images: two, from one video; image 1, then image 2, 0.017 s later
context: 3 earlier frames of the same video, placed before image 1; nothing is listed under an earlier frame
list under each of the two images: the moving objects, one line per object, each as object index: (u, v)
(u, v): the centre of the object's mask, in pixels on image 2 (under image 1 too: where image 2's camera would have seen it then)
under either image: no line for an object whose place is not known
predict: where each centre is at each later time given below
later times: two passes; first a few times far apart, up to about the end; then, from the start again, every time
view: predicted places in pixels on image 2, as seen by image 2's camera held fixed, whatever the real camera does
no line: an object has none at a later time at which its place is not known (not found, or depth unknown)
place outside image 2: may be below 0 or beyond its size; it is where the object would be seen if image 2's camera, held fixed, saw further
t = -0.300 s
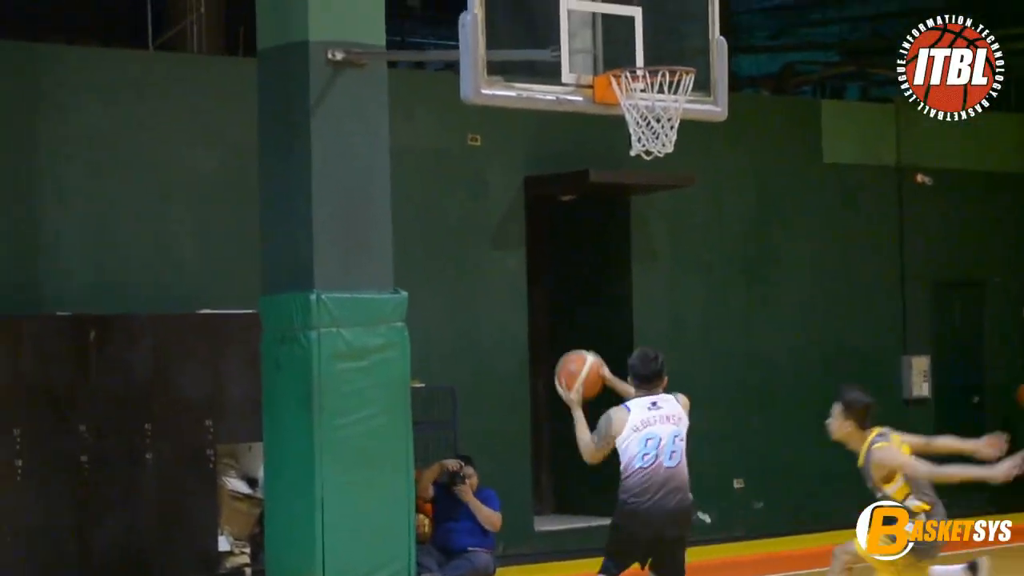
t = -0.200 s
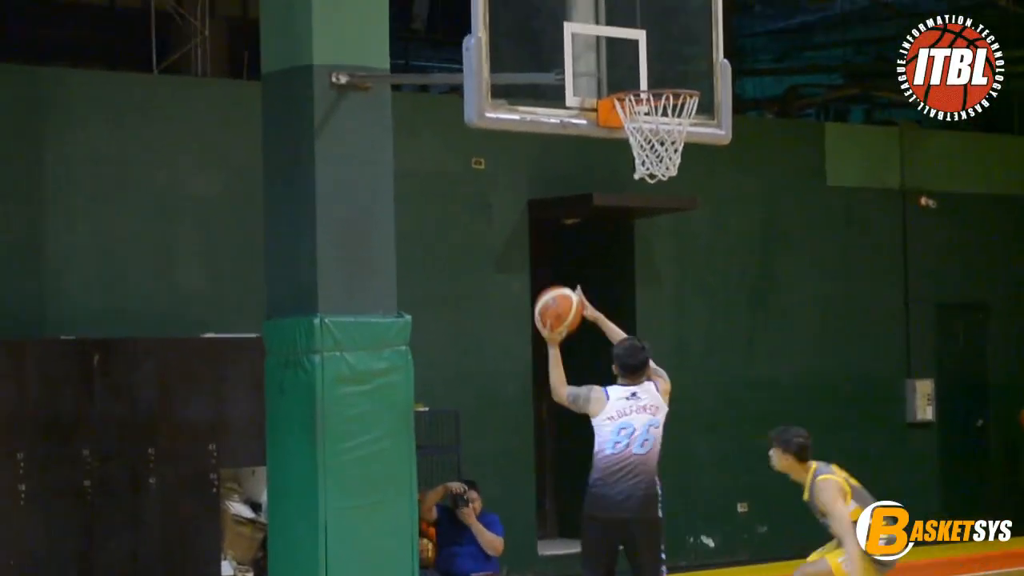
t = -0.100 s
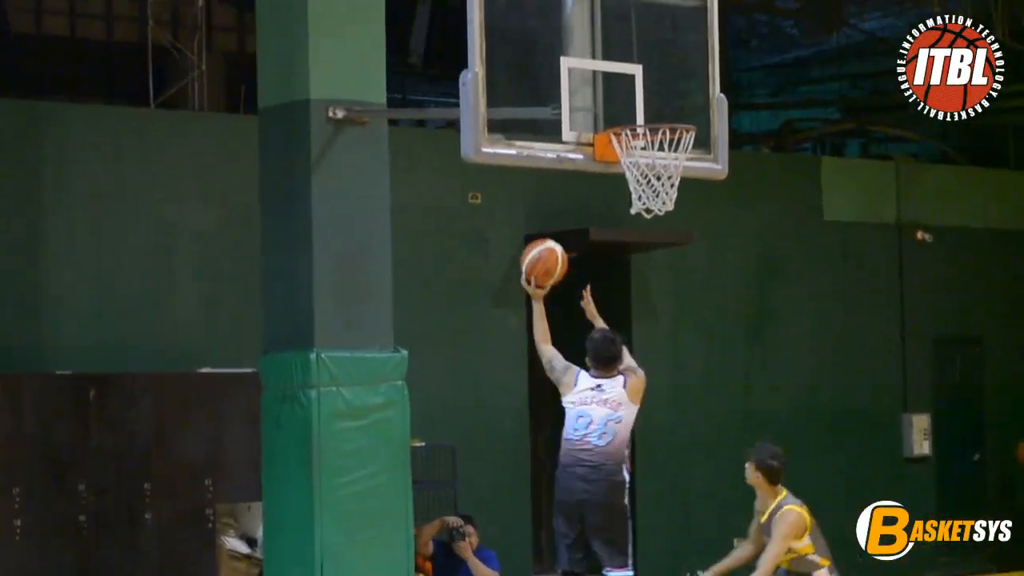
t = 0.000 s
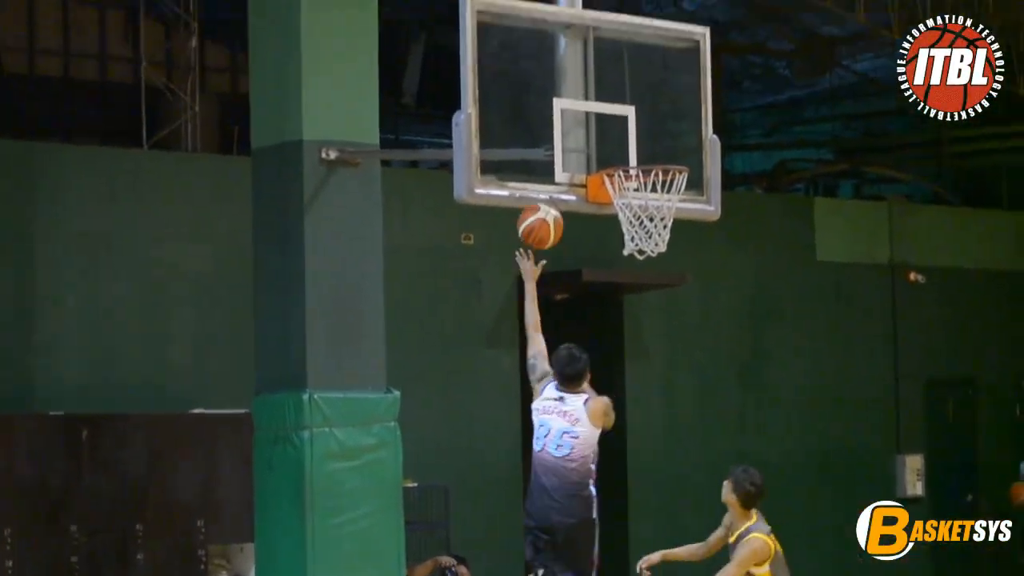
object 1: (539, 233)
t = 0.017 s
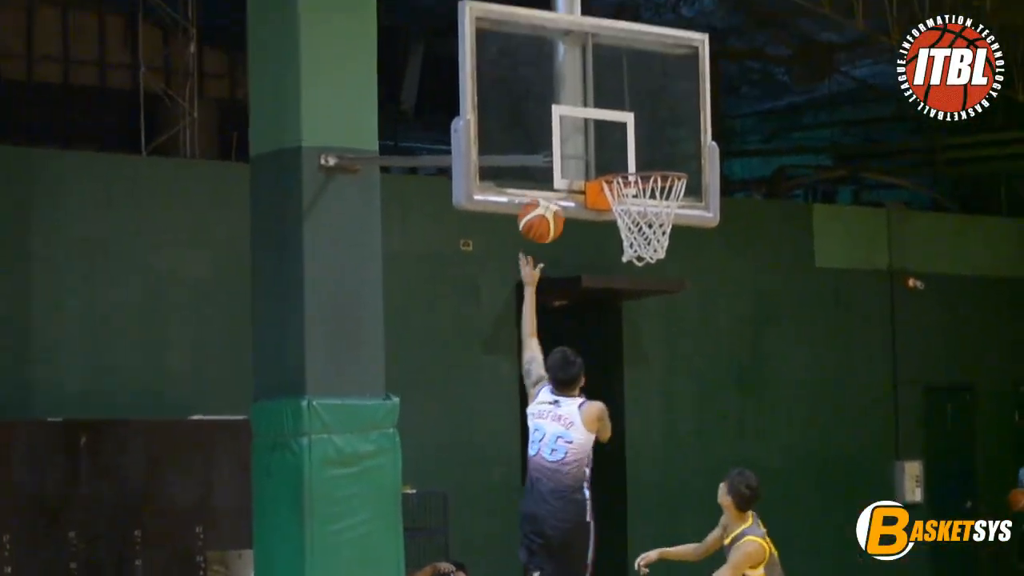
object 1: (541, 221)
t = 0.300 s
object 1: (585, 114)
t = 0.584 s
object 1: (652, 164)
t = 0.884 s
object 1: (619, 218)
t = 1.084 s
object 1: (643, 267)
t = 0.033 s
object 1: (542, 208)
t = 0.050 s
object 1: (544, 198)
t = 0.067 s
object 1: (546, 186)
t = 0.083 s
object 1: (548, 177)
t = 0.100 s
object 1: (550, 169)
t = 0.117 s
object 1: (551, 160)
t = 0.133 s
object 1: (553, 151)
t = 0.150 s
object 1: (555, 144)
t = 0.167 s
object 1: (556, 137)
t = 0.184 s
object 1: (557, 131)
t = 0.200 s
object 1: (559, 126)
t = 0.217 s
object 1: (563, 122)
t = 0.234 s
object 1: (569, 120)
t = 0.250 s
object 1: (573, 118)
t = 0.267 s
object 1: (577, 116)
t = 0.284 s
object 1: (581, 114)
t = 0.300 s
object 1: (585, 114)
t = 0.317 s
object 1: (590, 114)
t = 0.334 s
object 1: (594, 114)
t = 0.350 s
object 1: (600, 115)
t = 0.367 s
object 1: (604, 116)
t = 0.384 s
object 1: (607, 117)
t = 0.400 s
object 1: (612, 119)
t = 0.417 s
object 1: (616, 123)
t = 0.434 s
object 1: (621, 126)
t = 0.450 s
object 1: (625, 130)
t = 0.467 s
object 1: (630, 134)
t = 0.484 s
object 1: (635, 138)
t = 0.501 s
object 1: (640, 144)
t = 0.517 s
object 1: (644, 149)
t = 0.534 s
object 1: (649, 154)
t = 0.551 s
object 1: (654, 157)
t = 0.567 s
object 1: (655, 161)
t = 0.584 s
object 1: (652, 164)
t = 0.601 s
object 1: (648, 165)
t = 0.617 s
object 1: (644, 180)
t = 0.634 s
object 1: (644, 185)
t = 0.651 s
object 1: (643, 192)
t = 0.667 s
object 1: (639, 196)
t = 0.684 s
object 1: (638, 204)
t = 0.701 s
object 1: (636, 209)
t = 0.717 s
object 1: (639, 208)
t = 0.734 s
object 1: (636, 211)
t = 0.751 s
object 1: (631, 204)
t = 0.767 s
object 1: (630, 203)
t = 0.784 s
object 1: (630, 200)
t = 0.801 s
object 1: (621, 212)
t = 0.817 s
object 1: (625, 209)
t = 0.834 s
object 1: (622, 210)
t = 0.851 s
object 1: (620, 213)
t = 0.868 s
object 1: (620, 212)
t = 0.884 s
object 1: (619, 218)
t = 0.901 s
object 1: (619, 213)
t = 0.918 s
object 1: (621, 220)
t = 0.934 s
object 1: (622, 224)
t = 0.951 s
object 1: (633, 226)
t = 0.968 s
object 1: (636, 227)
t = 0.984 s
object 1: (636, 229)
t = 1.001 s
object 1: (638, 230)
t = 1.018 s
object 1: (639, 235)
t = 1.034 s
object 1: (640, 245)
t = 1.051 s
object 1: (640, 254)
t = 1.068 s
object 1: (643, 259)
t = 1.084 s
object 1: (643, 267)
